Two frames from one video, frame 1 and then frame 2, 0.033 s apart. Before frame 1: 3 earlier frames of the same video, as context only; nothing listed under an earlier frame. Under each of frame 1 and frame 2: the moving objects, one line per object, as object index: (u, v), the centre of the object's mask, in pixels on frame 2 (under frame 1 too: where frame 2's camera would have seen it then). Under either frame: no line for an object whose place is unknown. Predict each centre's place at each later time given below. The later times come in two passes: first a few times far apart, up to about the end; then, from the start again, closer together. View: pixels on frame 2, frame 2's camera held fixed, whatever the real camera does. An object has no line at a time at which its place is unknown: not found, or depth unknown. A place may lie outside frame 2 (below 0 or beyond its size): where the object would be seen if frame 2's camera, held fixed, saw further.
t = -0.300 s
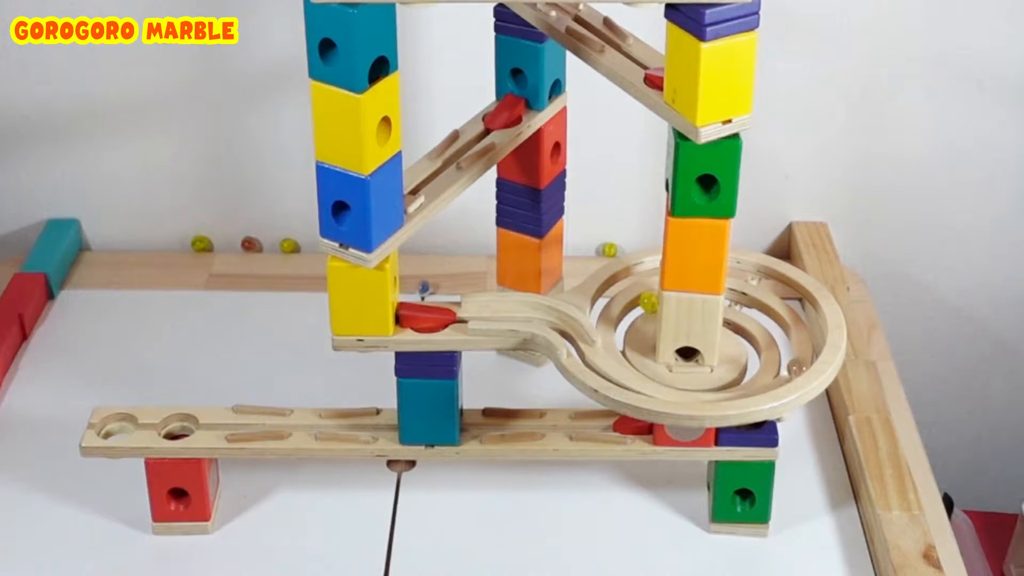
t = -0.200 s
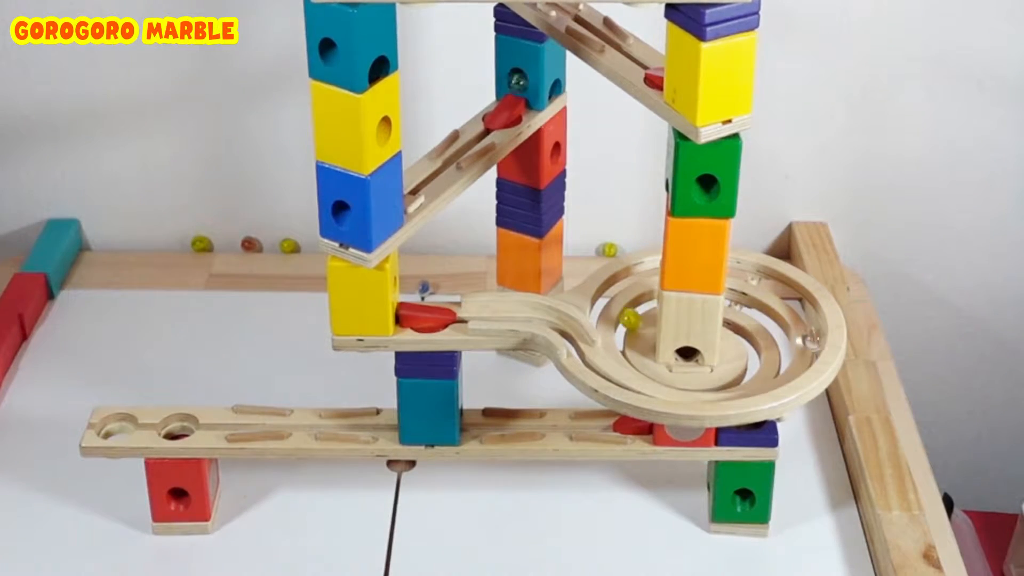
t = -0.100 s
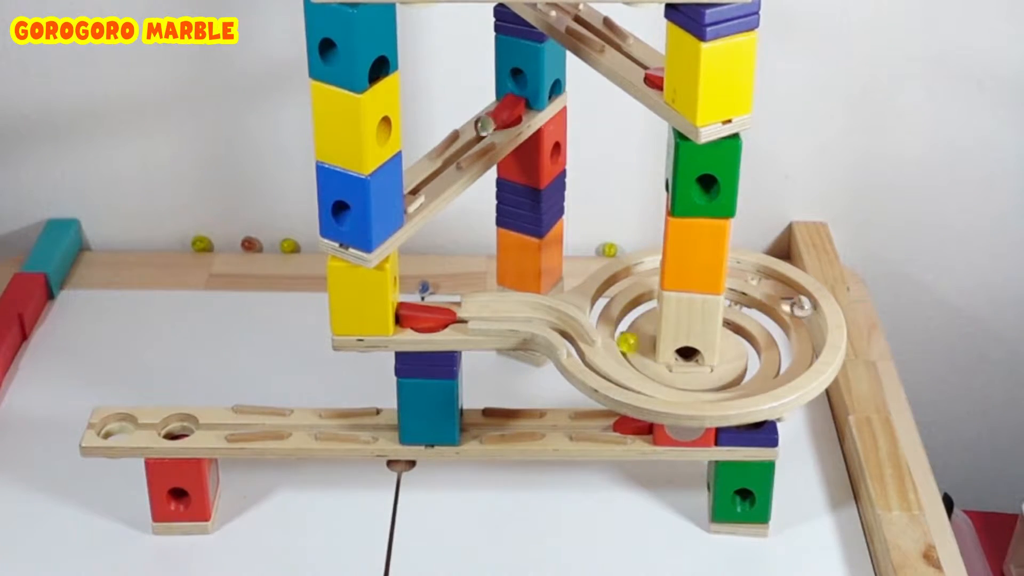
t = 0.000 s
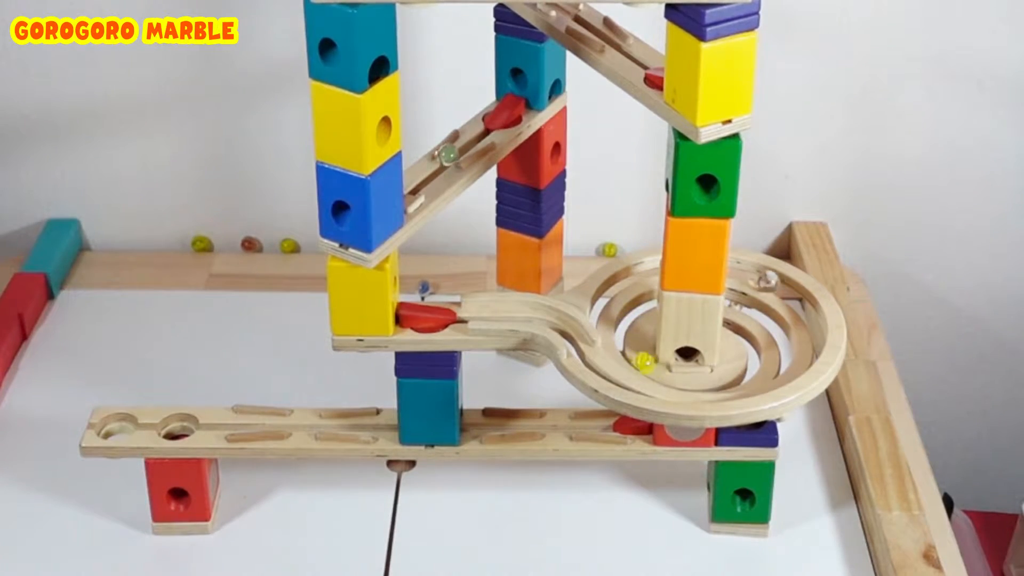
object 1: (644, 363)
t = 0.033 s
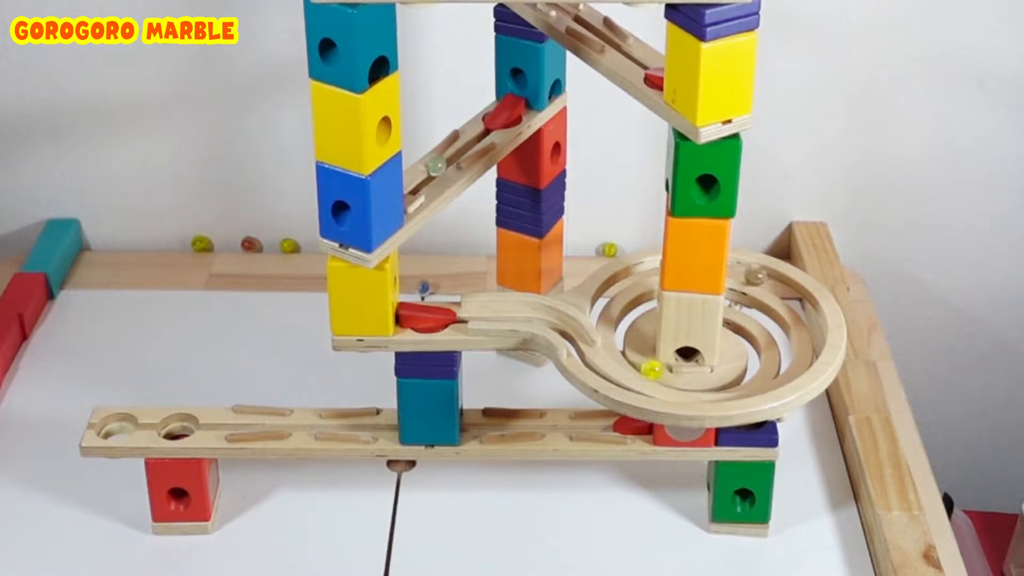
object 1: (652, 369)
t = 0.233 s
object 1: (725, 378)
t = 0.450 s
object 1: (753, 336)
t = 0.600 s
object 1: (725, 315)
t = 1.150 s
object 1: (615, 420)
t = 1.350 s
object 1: (509, 420)
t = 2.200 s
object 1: (177, 436)
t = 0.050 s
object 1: (657, 371)
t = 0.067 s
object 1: (663, 373)
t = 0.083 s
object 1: (668, 376)
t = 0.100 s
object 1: (673, 377)
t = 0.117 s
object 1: (681, 378)
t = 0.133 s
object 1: (688, 379)
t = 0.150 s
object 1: (694, 380)
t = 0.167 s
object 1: (700, 380)
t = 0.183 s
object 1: (707, 380)
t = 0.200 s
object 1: (712, 380)
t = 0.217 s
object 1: (718, 380)
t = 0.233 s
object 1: (725, 378)
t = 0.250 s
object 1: (730, 376)
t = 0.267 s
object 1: (735, 374)
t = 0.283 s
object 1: (739, 372)
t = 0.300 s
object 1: (744, 369)
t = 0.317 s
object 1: (747, 366)
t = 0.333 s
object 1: (750, 363)
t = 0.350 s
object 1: (752, 360)
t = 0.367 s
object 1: (753, 355)
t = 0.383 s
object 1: (754, 351)
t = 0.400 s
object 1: (754, 348)
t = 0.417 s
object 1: (754, 344)
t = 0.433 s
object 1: (754, 340)
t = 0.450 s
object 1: (753, 336)
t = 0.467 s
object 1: (749, 334)
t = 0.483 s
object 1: (746, 331)
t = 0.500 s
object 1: (743, 327)
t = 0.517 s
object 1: (739, 324)
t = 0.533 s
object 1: (734, 321)
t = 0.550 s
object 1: (732, 318)
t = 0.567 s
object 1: (729, 317)
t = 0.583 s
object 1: (727, 316)
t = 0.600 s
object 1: (725, 315)
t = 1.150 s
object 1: (615, 420)
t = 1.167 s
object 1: (605, 421)
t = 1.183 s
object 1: (596, 420)
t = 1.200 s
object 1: (587, 421)
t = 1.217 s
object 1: (578, 420)
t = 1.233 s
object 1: (570, 420)
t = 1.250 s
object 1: (561, 421)
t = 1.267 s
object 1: (552, 421)
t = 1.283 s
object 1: (543, 421)
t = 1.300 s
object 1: (535, 421)
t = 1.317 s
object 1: (527, 420)
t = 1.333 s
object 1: (518, 420)
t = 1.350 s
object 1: (509, 420)
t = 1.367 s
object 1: (501, 421)
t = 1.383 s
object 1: (492, 421)
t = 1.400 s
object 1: (484, 423)
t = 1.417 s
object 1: (477, 423)
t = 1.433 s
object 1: (469, 421)
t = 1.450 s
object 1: (464, 421)
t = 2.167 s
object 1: (186, 426)
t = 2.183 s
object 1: (180, 431)
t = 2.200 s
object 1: (177, 436)
